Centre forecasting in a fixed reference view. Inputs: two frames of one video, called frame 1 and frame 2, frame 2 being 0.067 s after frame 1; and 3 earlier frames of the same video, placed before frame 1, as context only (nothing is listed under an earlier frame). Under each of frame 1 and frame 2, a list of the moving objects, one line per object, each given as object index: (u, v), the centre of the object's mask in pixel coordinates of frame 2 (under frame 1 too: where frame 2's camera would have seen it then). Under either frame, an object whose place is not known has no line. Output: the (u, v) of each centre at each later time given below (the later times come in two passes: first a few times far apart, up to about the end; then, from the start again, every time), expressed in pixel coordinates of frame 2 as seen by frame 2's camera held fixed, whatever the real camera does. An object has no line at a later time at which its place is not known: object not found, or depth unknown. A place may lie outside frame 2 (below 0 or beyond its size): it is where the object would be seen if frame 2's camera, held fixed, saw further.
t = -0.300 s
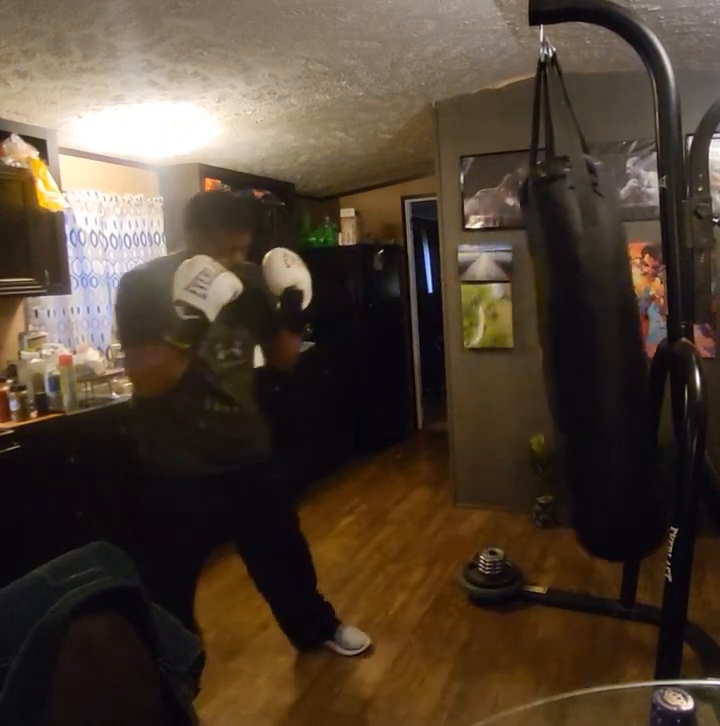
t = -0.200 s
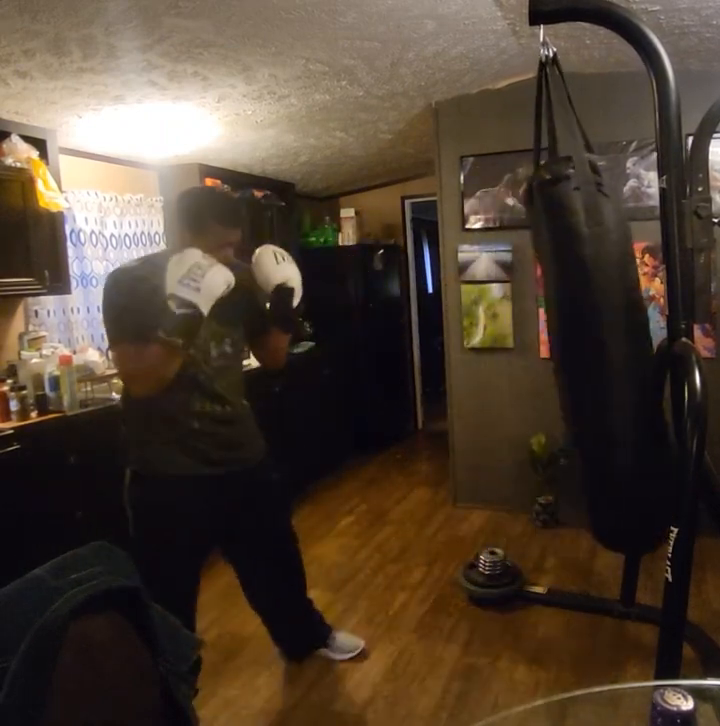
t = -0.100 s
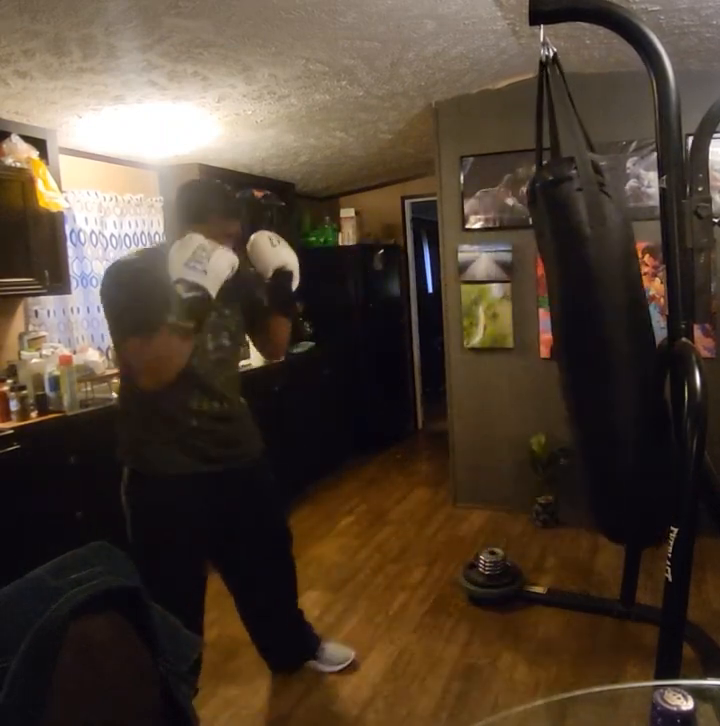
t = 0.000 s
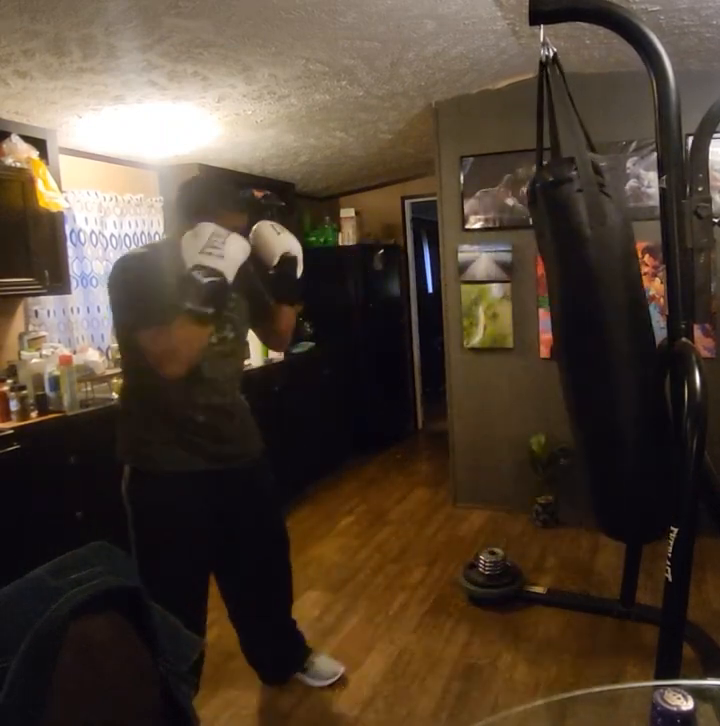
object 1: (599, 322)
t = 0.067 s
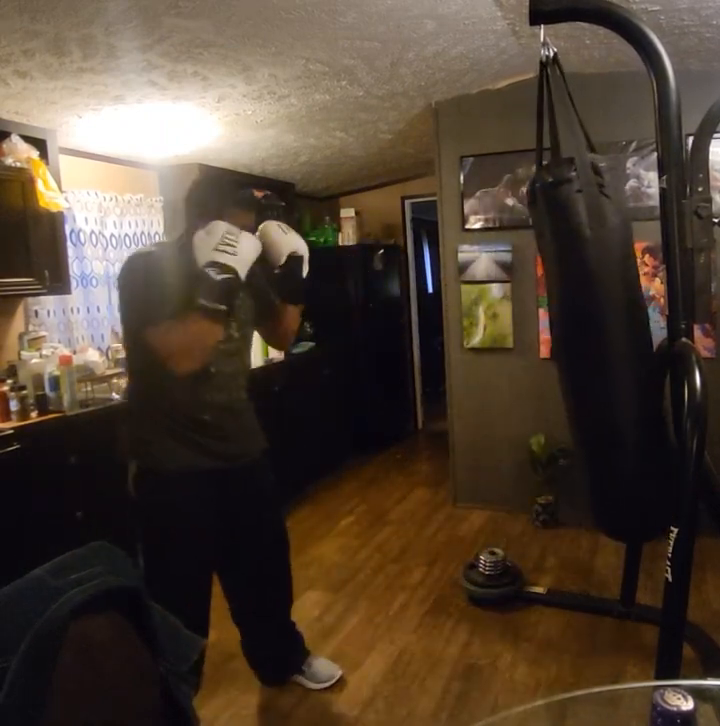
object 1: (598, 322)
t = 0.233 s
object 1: (586, 323)
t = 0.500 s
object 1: (551, 336)
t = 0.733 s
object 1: (520, 343)
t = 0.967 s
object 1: (503, 353)
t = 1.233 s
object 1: (510, 354)
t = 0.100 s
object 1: (597, 322)
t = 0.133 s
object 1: (594, 322)
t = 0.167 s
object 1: (592, 323)
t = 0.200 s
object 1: (590, 324)
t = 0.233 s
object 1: (586, 323)
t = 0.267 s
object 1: (582, 326)
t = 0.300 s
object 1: (579, 327)
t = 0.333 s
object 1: (574, 329)
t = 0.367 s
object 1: (570, 330)
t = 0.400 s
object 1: (565, 333)
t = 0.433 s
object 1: (561, 334)
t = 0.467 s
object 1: (556, 335)
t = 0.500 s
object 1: (551, 336)
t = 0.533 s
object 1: (547, 337)
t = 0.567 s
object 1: (542, 338)
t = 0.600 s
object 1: (538, 339)
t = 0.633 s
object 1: (533, 339)
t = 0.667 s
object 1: (529, 341)
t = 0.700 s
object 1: (524, 342)
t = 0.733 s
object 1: (520, 343)
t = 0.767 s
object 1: (515, 354)
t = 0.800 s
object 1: (512, 354)
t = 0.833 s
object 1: (509, 353)
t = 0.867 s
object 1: (507, 352)
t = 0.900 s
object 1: (505, 352)
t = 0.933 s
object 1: (504, 352)
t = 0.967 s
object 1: (503, 353)
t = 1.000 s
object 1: (502, 353)
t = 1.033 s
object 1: (501, 353)
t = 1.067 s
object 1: (501, 353)
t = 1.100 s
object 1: (502, 354)
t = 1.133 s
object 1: (503, 354)
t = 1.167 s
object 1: (505, 353)
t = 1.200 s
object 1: (508, 353)
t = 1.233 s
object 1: (510, 354)
